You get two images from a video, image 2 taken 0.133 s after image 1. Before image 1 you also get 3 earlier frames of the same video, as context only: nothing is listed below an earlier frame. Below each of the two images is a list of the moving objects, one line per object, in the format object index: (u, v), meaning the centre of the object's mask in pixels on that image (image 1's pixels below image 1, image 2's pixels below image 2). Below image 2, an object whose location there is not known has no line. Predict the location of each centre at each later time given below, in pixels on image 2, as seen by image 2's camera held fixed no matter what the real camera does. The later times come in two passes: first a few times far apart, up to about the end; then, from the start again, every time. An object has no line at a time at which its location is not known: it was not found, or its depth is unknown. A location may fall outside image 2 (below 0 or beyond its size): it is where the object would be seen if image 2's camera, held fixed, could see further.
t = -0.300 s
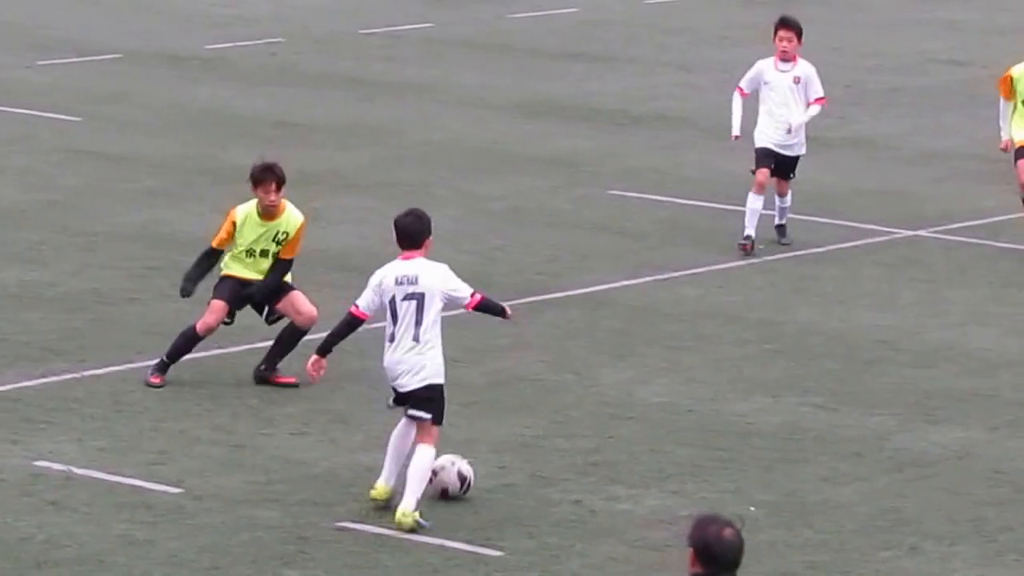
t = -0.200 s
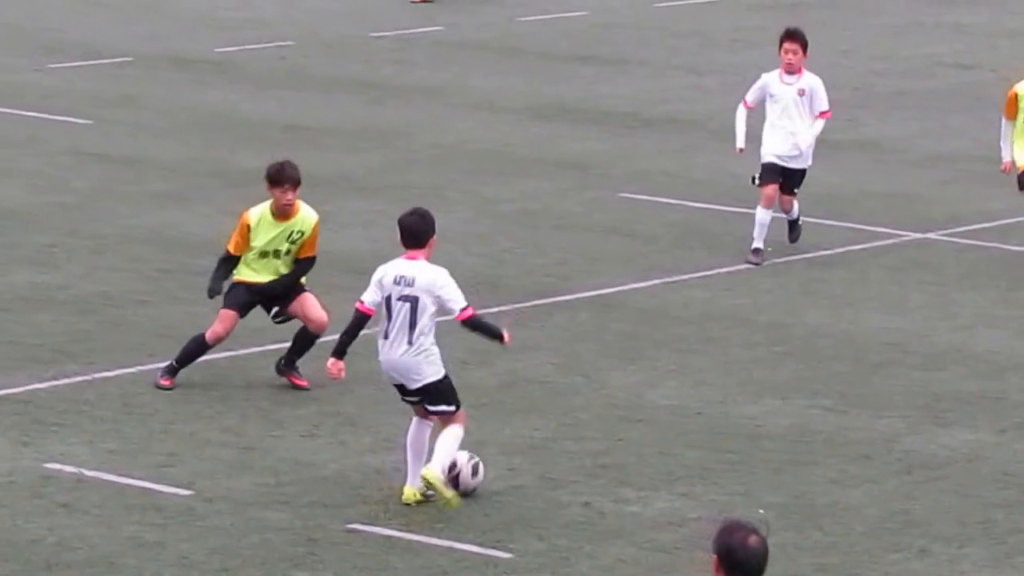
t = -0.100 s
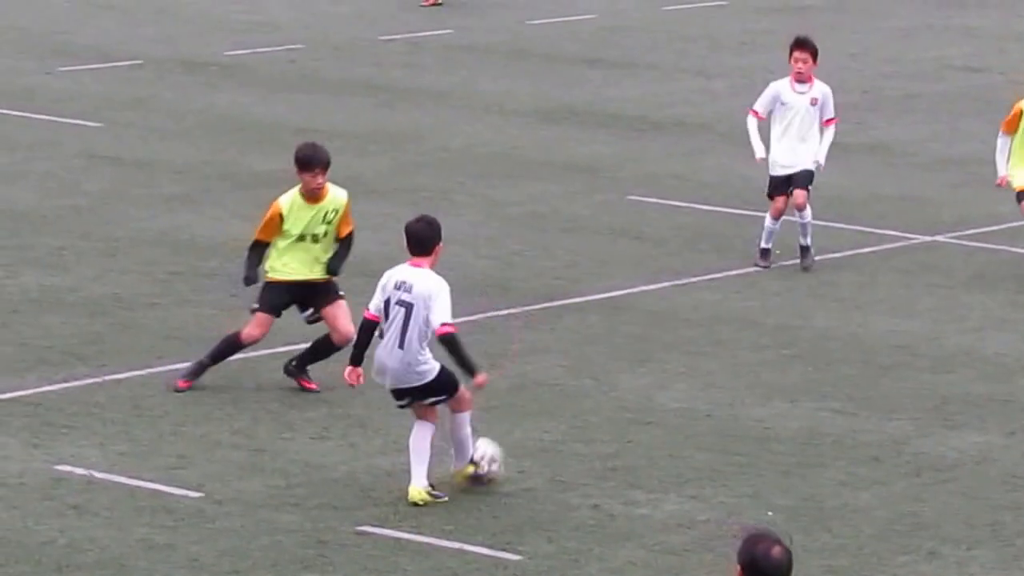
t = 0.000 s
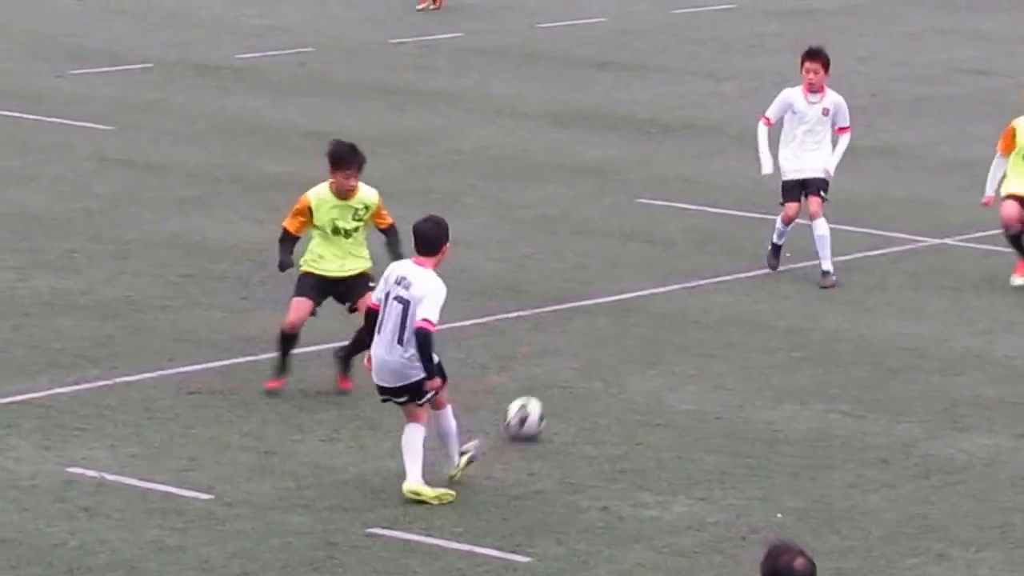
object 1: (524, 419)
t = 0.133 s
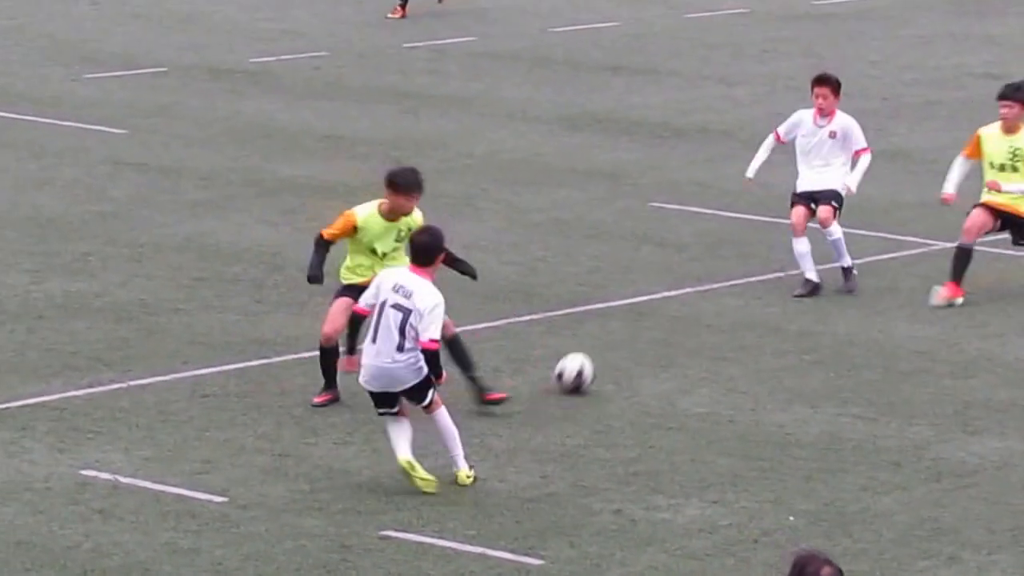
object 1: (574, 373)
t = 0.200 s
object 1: (590, 350)
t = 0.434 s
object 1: (632, 290)
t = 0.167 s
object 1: (583, 362)
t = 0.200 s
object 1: (590, 350)
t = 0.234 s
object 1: (597, 339)
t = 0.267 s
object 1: (604, 330)
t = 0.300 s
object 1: (609, 323)
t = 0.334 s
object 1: (615, 313)
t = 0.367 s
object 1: (621, 302)
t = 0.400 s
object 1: (626, 295)
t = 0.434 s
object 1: (632, 290)
